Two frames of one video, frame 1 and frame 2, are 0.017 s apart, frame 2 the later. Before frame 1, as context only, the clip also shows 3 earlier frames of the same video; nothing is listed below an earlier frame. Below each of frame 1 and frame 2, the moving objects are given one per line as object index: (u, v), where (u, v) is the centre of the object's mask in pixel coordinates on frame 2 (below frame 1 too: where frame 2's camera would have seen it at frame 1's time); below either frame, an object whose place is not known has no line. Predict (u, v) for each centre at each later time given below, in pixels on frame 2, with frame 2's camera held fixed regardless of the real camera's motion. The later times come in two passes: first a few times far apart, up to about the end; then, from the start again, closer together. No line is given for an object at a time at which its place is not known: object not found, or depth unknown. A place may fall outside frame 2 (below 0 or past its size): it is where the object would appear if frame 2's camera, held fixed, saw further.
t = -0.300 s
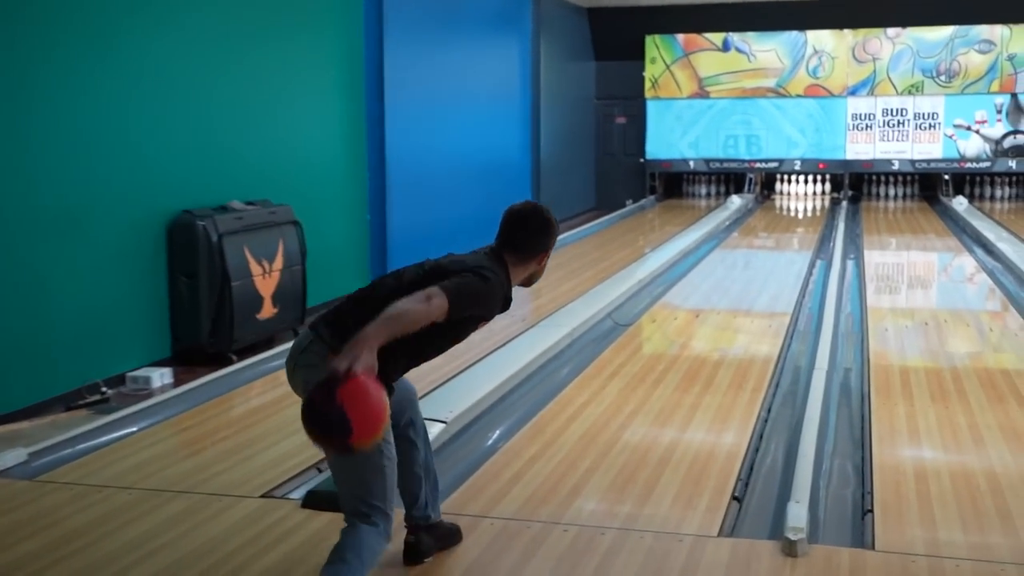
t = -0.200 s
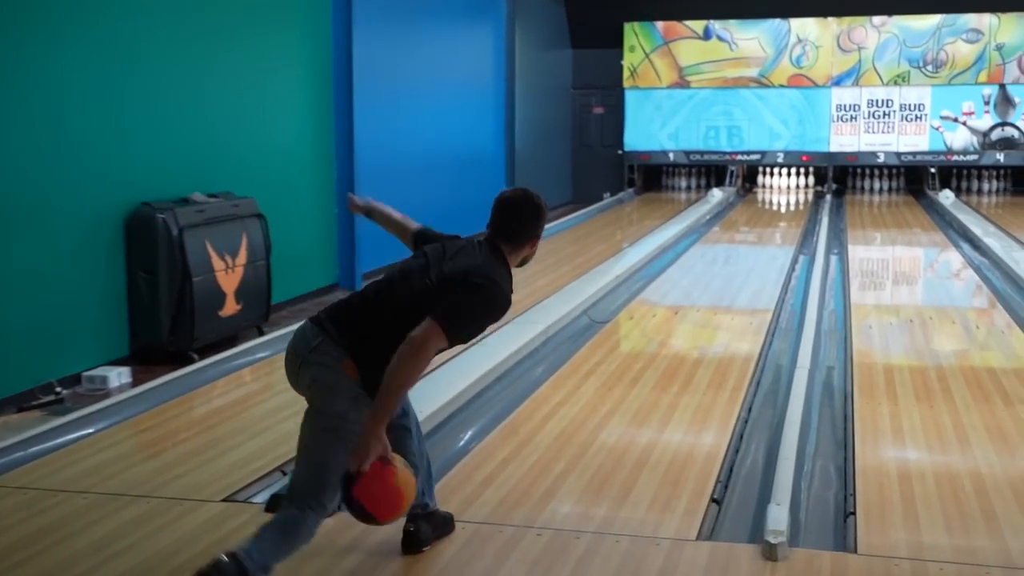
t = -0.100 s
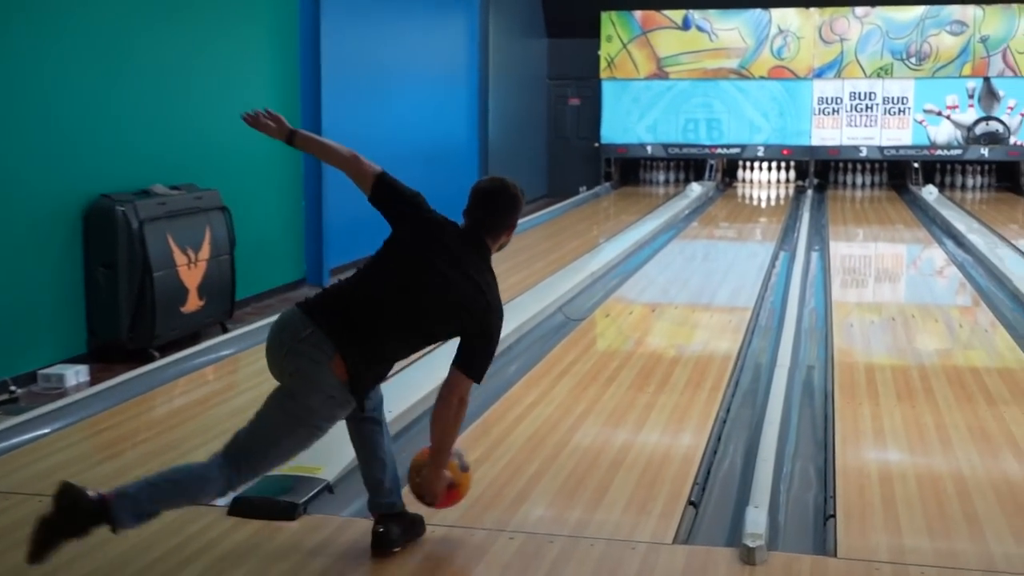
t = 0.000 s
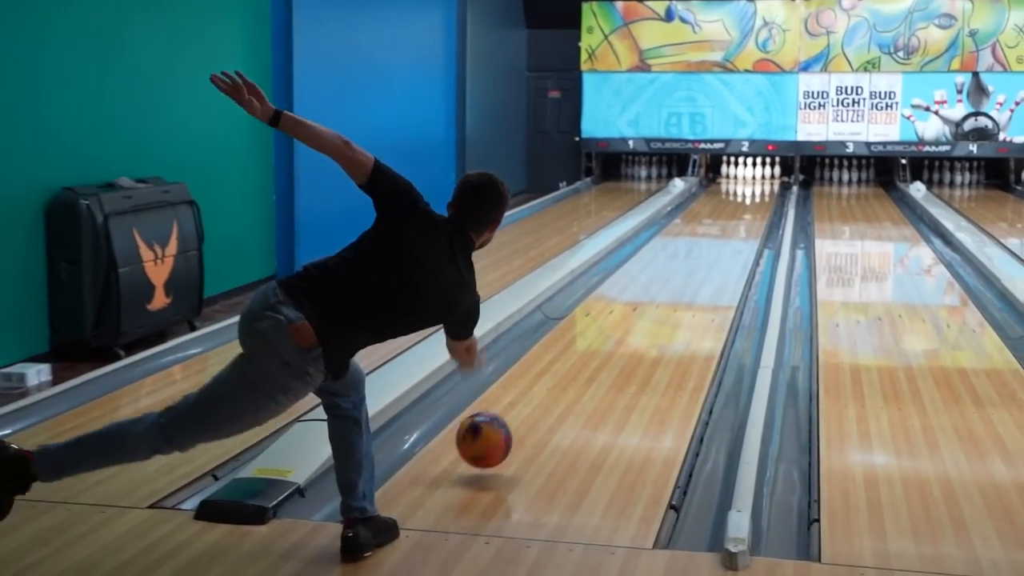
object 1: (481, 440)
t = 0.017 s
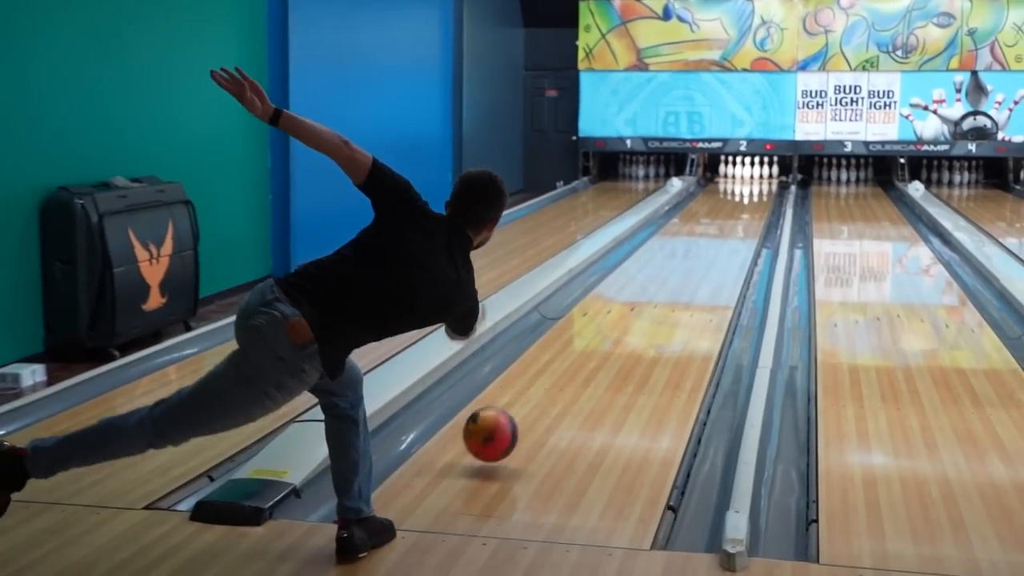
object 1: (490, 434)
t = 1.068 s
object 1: (720, 243)
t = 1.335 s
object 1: (740, 223)
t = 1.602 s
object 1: (752, 208)
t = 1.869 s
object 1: (757, 193)
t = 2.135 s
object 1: (758, 180)
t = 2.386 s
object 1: (753, 173)
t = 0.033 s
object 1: (499, 429)
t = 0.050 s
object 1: (508, 424)
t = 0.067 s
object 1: (516, 421)
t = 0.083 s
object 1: (524, 414)
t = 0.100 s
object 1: (531, 406)
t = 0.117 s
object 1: (538, 400)
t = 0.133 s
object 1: (545, 395)
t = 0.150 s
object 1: (551, 389)
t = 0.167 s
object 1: (558, 384)
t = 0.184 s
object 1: (563, 378)
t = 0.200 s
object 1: (570, 373)
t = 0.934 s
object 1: (705, 255)
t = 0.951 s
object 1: (707, 254)
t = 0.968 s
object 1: (709, 253)
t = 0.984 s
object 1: (711, 251)
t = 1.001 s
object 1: (713, 249)
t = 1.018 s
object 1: (714, 248)
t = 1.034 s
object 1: (716, 246)
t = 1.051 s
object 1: (717, 244)
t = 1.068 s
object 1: (720, 243)
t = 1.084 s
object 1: (720, 242)
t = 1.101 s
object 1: (723, 241)
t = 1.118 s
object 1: (724, 239)
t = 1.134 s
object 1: (726, 237)
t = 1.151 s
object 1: (727, 236)
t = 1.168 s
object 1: (729, 235)
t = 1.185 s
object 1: (730, 234)
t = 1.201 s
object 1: (732, 232)
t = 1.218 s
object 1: (733, 231)
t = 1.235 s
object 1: (734, 230)
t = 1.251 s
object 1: (736, 228)
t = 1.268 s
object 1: (737, 228)
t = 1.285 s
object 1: (737, 226)
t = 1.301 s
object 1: (739, 225)
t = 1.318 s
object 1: (739, 224)
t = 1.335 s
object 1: (740, 223)
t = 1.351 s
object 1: (741, 222)
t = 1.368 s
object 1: (742, 221)
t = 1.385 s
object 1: (743, 219)
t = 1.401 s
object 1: (744, 219)
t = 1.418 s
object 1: (744, 218)
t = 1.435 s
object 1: (745, 216)
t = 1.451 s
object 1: (746, 216)
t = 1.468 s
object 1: (747, 215)
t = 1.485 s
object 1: (747, 214)
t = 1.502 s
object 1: (748, 214)
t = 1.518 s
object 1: (749, 213)
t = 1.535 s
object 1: (749, 212)
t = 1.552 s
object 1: (750, 211)
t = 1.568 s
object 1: (750, 210)
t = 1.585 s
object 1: (751, 209)
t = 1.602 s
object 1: (752, 208)
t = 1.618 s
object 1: (752, 207)
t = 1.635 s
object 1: (753, 206)
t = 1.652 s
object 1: (753, 205)
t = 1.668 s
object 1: (753, 205)
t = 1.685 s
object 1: (754, 203)
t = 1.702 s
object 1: (755, 202)
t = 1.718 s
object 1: (755, 201)
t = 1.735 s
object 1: (755, 200)
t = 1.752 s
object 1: (755, 199)
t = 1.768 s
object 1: (756, 198)
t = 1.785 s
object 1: (755, 198)
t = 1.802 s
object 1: (756, 197)
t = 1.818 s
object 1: (756, 195)
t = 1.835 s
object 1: (756, 195)
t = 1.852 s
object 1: (757, 194)
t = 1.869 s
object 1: (757, 193)
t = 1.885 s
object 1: (757, 192)
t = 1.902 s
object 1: (757, 191)
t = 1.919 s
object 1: (756, 190)
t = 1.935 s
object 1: (756, 190)
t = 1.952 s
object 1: (757, 188)
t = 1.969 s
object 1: (757, 187)
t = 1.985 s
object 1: (756, 187)
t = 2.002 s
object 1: (758, 185)
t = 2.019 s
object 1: (757, 184)
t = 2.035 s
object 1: (757, 183)
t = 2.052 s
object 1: (757, 183)
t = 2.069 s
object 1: (758, 182)
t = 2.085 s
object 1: (758, 181)
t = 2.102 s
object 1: (758, 180)
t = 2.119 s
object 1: (758, 182)
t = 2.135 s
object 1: (758, 180)
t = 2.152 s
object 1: (758, 181)
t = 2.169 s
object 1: (758, 181)
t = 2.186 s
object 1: (757, 180)
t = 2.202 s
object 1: (757, 179)
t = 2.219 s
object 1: (758, 178)
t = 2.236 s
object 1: (757, 178)
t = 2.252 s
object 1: (757, 177)
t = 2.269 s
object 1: (757, 177)
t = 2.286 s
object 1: (756, 176)
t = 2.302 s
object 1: (755, 176)
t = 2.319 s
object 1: (754, 175)
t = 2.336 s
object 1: (754, 175)
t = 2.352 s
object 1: (754, 174)
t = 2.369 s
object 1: (753, 174)
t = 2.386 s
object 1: (753, 173)
